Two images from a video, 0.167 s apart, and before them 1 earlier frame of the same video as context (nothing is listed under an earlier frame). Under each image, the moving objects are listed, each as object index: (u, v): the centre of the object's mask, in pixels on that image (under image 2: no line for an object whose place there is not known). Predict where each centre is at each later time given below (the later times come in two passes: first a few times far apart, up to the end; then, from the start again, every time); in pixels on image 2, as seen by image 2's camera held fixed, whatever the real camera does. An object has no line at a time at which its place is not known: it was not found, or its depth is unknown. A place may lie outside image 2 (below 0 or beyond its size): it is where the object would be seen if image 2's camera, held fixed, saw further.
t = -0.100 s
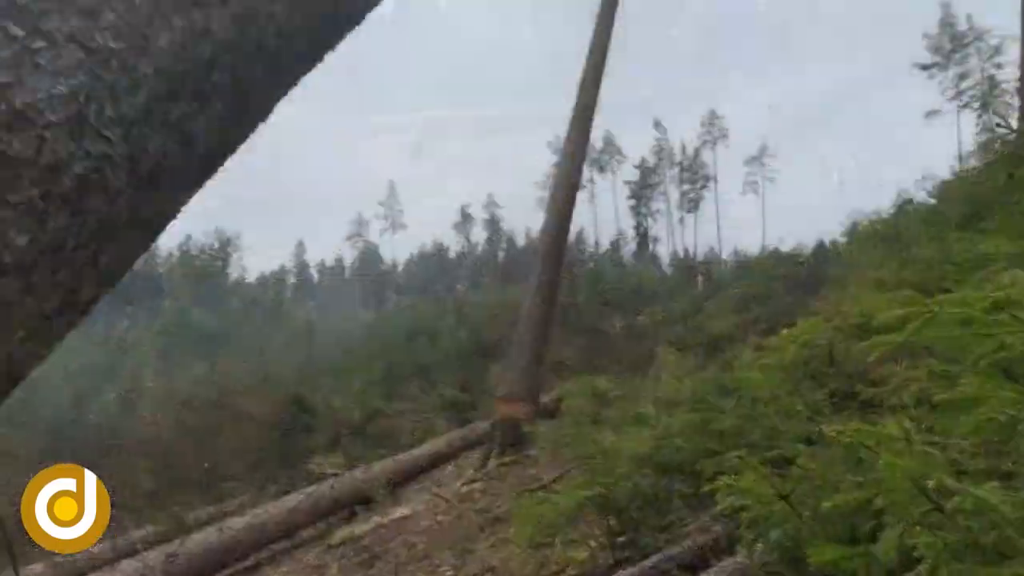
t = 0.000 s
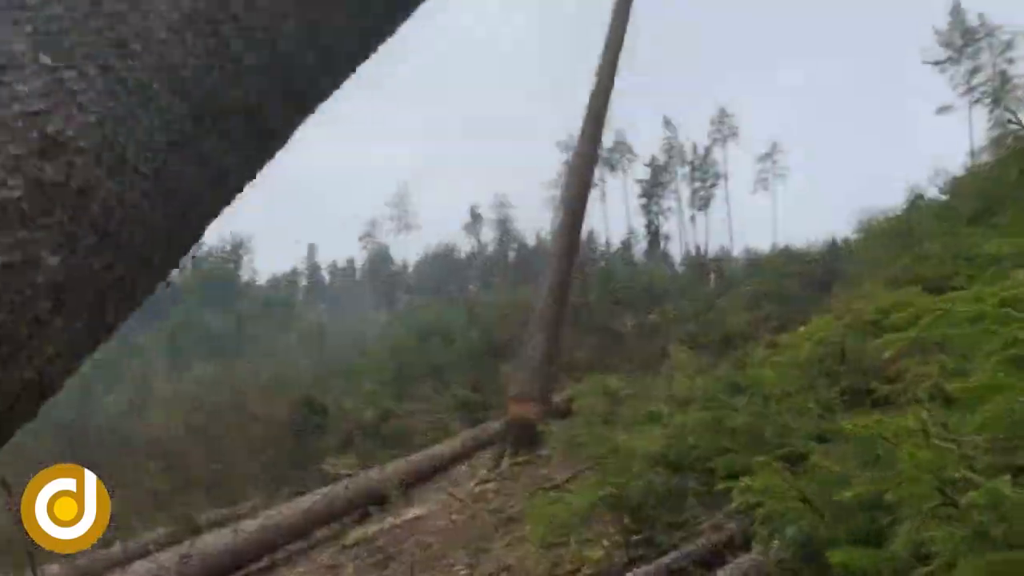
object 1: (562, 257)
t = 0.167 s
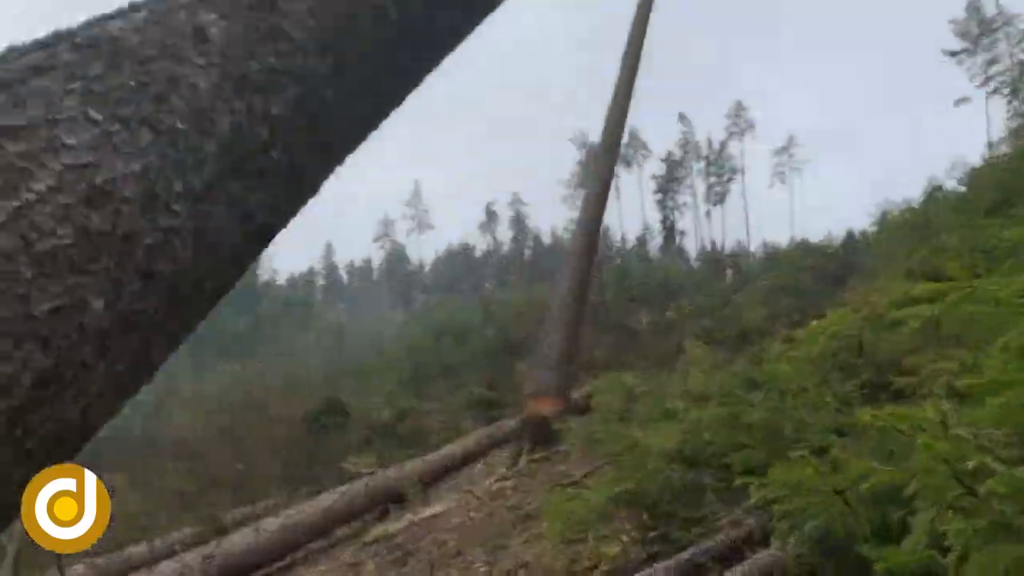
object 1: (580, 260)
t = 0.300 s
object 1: (584, 263)
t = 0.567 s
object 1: (590, 273)
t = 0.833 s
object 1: (582, 327)
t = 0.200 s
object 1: (584, 252)
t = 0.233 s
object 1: (583, 257)
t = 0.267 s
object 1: (583, 261)
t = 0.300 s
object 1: (584, 263)
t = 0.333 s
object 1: (585, 262)
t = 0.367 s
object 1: (585, 265)
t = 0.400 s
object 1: (585, 270)
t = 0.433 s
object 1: (586, 268)
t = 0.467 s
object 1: (588, 268)
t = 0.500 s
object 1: (589, 269)
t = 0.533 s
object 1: (589, 272)
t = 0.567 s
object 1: (590, 273)
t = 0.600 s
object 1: (590, 277)
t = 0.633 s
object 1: (589, 283)
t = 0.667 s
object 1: (588, 291)
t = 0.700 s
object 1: (587, 298)
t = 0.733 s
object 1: (587, 304)
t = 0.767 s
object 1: (586, 309)
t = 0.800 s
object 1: (585, 316)
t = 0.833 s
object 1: (582, 327)
